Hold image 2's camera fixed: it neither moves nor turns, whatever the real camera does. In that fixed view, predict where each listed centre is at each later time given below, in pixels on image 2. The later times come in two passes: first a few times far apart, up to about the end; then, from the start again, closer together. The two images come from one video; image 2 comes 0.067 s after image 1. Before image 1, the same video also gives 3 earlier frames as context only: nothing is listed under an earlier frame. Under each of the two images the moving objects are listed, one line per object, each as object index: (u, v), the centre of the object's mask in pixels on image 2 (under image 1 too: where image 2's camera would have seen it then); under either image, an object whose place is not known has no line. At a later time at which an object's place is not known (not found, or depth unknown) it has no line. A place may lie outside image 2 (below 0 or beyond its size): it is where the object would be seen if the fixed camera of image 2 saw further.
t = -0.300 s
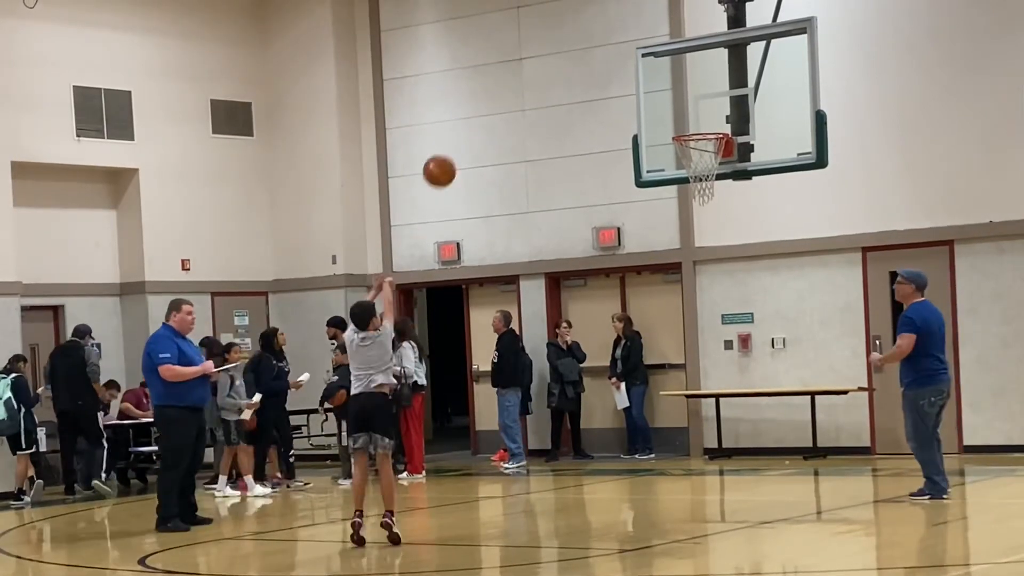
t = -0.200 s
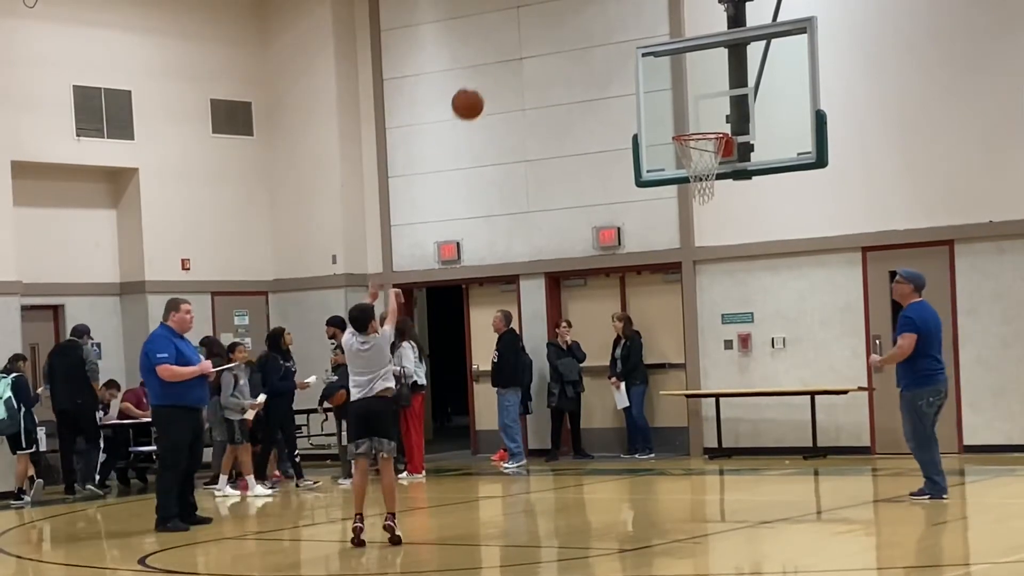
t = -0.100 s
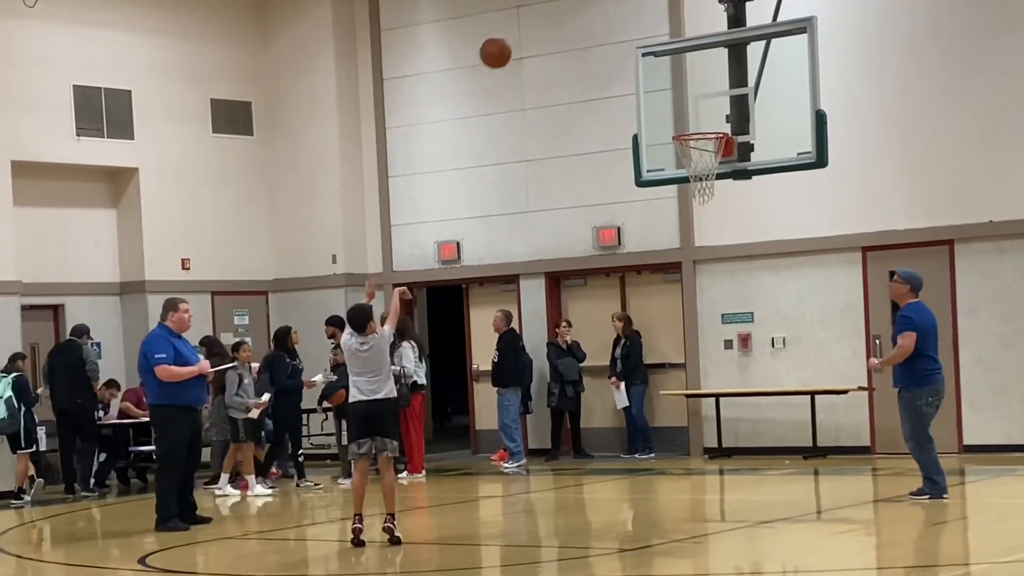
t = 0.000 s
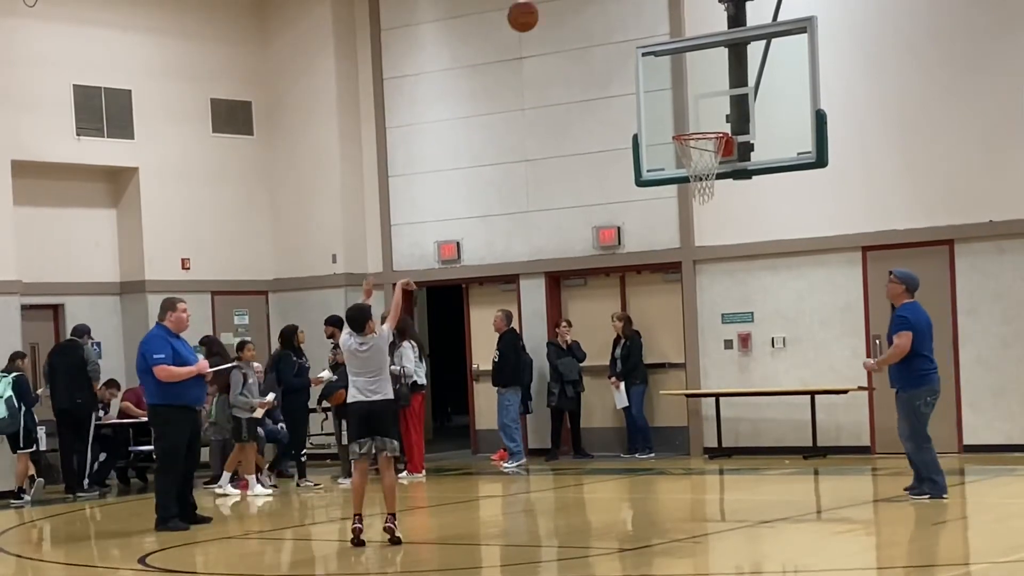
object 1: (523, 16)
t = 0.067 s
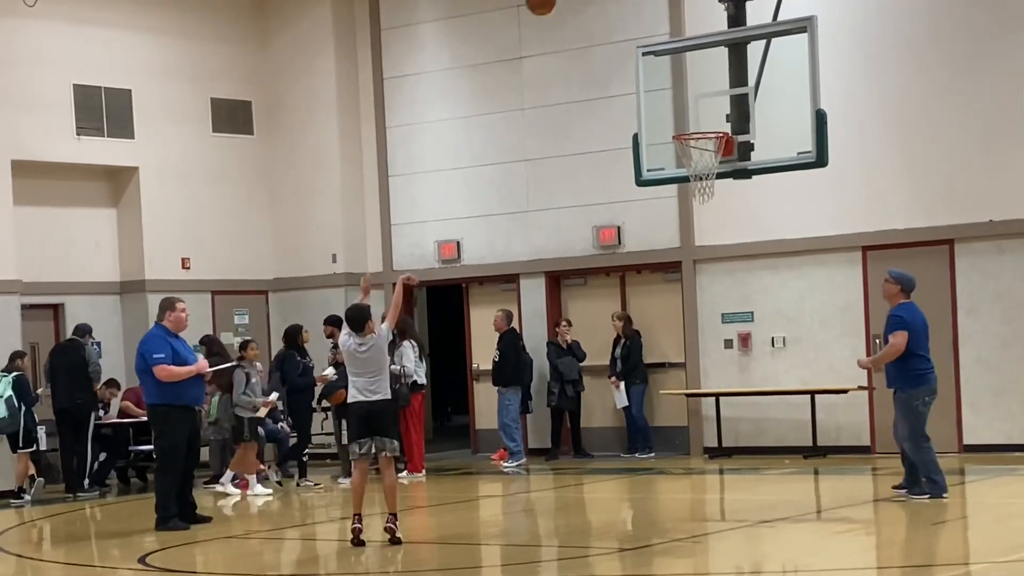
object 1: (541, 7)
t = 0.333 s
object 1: (605, 2)
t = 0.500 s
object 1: (647, 24)
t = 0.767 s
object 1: (709, 142)
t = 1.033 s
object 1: (728, 237)
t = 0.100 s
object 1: (549, 4)
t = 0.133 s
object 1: (558, 2)
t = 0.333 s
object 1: (605, 2)
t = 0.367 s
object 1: (613, 4)
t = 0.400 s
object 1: (622, 7)
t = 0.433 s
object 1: (630, 10)
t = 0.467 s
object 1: (639, 15)
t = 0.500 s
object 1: (647, 24)
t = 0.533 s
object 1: (655, 35)
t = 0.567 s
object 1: (663, 47)
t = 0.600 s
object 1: (671, 60)
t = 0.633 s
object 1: (679, 74)
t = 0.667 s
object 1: (687, 90)
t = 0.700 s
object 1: (695, 105)
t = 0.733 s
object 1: (702, 122)
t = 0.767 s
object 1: (709, 142)
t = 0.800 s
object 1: (715, 162)
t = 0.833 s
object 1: (722, 172)
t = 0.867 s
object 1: (722, 180)
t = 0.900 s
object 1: (723, 188)
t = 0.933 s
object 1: (724, 199)
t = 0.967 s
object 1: (726, 210)
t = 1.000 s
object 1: (727, 223)
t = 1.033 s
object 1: (728, 237)
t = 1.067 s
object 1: (729, 252)
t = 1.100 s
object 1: (731, 269)
